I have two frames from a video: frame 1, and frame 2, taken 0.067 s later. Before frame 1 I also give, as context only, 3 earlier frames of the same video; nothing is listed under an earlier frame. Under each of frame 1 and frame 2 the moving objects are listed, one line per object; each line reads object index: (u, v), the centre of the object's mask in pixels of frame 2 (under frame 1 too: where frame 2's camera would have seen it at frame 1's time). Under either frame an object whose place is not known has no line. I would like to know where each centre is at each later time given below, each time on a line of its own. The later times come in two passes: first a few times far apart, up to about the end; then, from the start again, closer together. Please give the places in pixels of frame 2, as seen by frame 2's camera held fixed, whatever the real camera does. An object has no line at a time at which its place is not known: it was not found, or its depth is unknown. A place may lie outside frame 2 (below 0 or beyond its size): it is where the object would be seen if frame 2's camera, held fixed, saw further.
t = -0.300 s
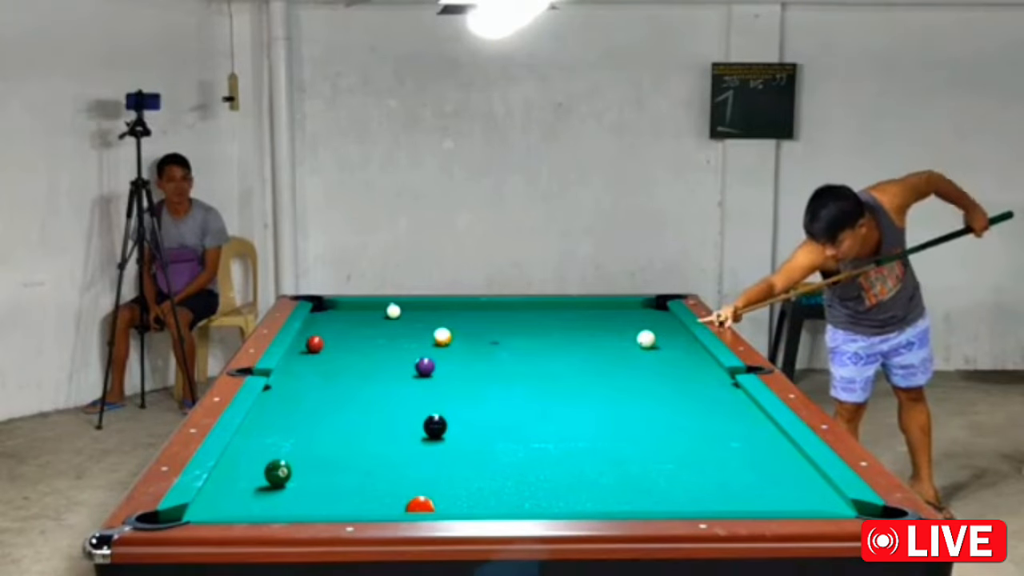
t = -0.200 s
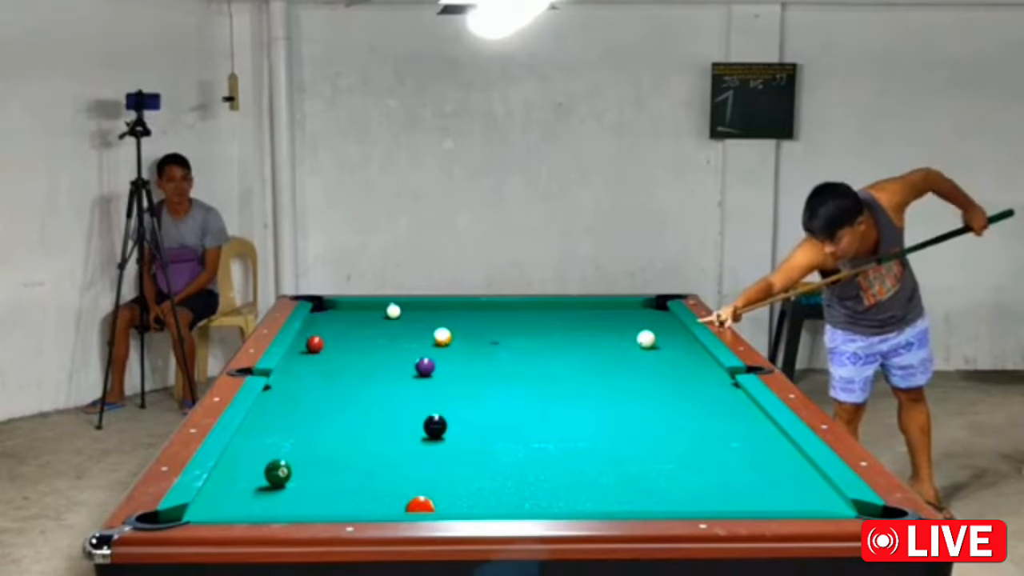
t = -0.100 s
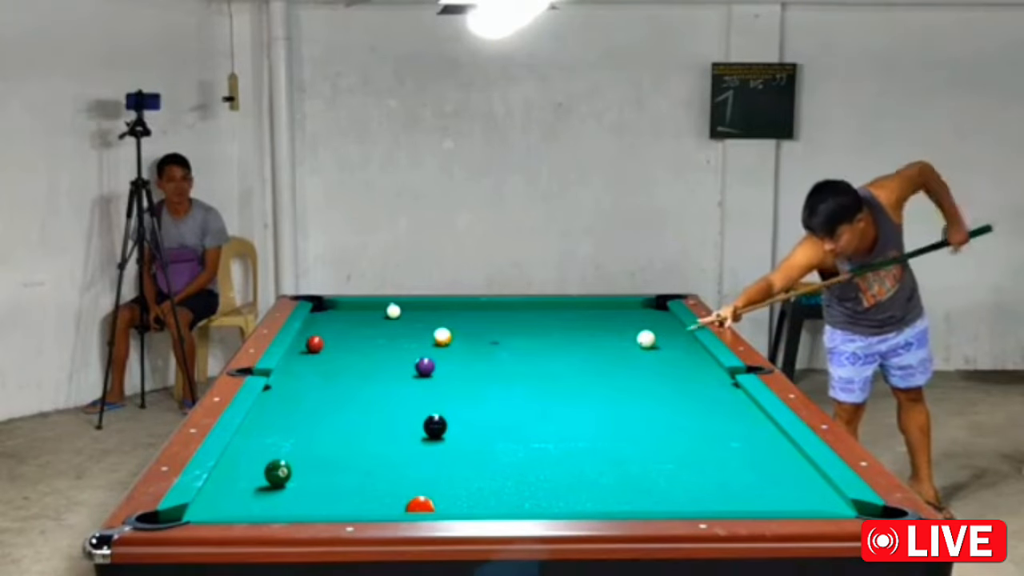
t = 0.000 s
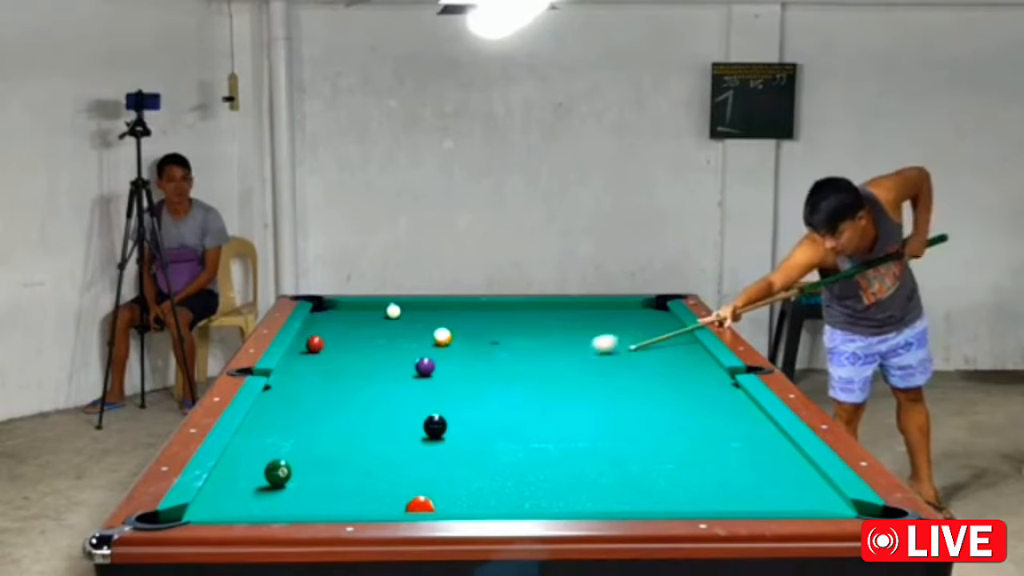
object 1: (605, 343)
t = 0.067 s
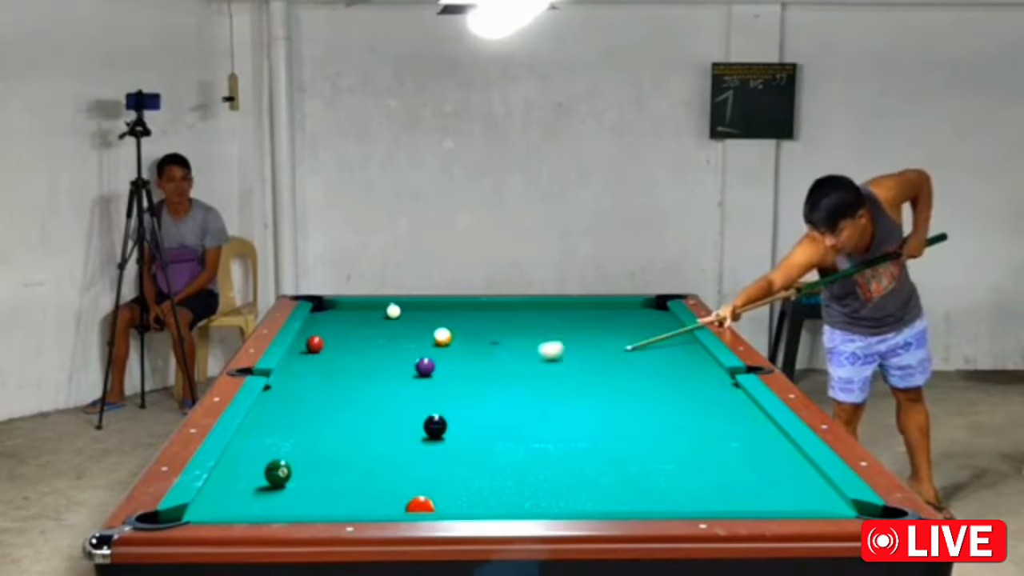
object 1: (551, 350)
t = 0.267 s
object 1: (447, 367)
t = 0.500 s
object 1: (457, 372)
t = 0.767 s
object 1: (469, 379)
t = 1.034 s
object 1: (481, 384)
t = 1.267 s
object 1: (491, 390)
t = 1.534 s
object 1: (502, 395)
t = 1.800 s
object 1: (512, 400)
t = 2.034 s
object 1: (521, 404)
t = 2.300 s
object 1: (529, 408)
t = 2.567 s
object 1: (537, 412)
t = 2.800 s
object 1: (543, 414)
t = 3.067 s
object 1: (548, 417)
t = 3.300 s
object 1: (552, 419)
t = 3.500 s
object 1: (555, 420)
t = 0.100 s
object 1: (524, 354)
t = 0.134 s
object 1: (497, 357)
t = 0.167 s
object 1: (472, 361)
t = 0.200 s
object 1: (447, 364)
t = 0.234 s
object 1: (445, 366)
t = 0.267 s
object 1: (447, 367)
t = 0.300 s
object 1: (448, 368)
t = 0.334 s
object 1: (450, 369)
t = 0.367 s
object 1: (451, 369)
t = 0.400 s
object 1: (453, 370)
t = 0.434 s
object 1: (454, 371)
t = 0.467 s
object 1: (456, 372)
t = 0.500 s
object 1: (457, 372)
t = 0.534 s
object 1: (459, 374)
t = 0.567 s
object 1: (460, 374)
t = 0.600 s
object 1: (462, 375)
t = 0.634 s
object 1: (463, 376)
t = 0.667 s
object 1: (465, 376)
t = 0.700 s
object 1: (466, 377)
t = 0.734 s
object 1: (468, 378)
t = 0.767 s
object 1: (469, 379)
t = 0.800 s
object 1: (471, 379)
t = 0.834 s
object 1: (472, 380)
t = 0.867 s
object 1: (474, 381)
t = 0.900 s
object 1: (475, 382)
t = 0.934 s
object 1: (476, 382)
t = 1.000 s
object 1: (479, 384)
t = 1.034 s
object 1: (481, 384)
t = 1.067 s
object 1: (482, 385)
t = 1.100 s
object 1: (484, 386)
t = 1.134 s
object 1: (485, 386)
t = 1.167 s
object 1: (487, 387)
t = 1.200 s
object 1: (488, 388)
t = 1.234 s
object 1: (489, 389)
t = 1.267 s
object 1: (491, 390)
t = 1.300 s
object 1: (492, 390)
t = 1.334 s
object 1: (493, 391)
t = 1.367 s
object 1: (495, 391)
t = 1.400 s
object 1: (496, 392)
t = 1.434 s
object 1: (498, 393)
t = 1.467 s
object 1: (499, 394)
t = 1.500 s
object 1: (500, 394)
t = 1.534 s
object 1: (502, 395)
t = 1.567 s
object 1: (503, 395)
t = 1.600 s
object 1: (504, 396)
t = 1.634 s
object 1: (505, 397)
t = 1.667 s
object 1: (507, 397)
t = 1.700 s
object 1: (508, 398)
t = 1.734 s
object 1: (510, 398)
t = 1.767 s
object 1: (511, 399)
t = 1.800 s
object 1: (512, 400)
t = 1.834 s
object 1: (513, 400)
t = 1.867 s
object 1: (514, 401)
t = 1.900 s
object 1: (516, 401)
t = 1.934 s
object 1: (517, 402)
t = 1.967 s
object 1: (518, 403)
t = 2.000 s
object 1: (519, 403)
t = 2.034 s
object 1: (521, 404)
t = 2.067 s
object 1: (522, 404)
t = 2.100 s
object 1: (523, 405)
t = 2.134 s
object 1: (524, 405)
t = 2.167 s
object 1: (525, 406)
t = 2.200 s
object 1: (526, 406)
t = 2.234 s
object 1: (527, 407)
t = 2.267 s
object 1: (528, 407)
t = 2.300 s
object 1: (529, 408)
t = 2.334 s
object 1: (530, 408)
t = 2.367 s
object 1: (531, 409)
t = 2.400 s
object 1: (532, 409)
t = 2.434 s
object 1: (534, 410)
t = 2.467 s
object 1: (534, 410)
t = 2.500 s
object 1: (535, 411)
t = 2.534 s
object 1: (536, 411)
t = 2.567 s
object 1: (537, 412)
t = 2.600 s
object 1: (538, 412)
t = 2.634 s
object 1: (539, 412)
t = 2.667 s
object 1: (539, 413)
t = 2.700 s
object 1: (540, 413)
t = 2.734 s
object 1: (541, 414)
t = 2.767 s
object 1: (542, 414)
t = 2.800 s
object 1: (543, 414)
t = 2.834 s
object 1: (544, 415)
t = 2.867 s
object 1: (544, 415)
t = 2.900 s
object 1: (545, 416)
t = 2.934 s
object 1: (546, 416)
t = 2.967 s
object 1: (546, 416)
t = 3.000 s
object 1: (547, 416)
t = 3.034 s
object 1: (548, 417)
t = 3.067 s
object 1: (548, 417)
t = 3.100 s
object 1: (549, 418)
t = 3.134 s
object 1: (550, 418)
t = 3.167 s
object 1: (550, 418)
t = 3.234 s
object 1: (551, 419)
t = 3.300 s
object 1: (552, 419)
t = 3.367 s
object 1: (554, 420)
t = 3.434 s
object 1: (554, 420)
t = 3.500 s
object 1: (555, 420)
